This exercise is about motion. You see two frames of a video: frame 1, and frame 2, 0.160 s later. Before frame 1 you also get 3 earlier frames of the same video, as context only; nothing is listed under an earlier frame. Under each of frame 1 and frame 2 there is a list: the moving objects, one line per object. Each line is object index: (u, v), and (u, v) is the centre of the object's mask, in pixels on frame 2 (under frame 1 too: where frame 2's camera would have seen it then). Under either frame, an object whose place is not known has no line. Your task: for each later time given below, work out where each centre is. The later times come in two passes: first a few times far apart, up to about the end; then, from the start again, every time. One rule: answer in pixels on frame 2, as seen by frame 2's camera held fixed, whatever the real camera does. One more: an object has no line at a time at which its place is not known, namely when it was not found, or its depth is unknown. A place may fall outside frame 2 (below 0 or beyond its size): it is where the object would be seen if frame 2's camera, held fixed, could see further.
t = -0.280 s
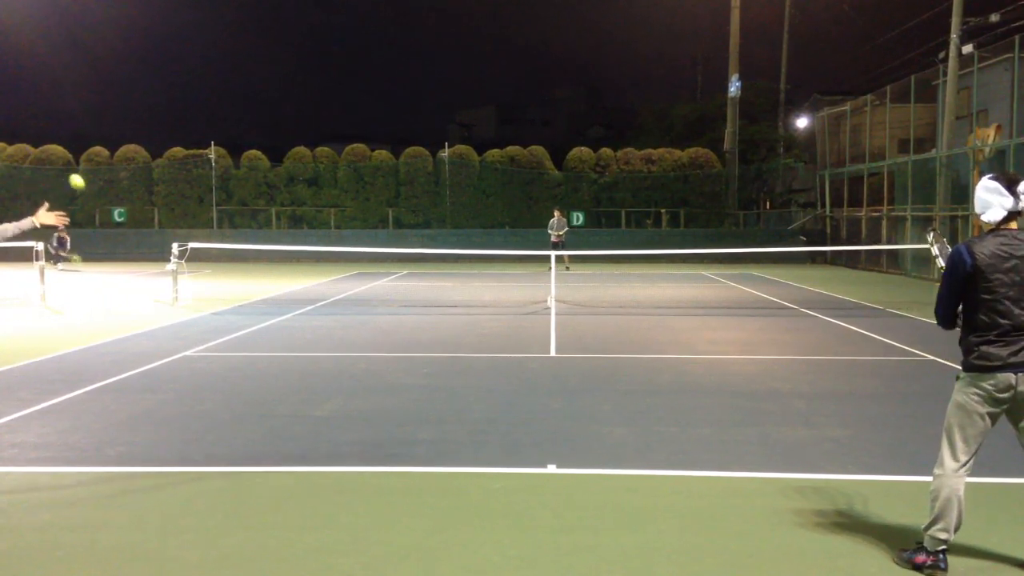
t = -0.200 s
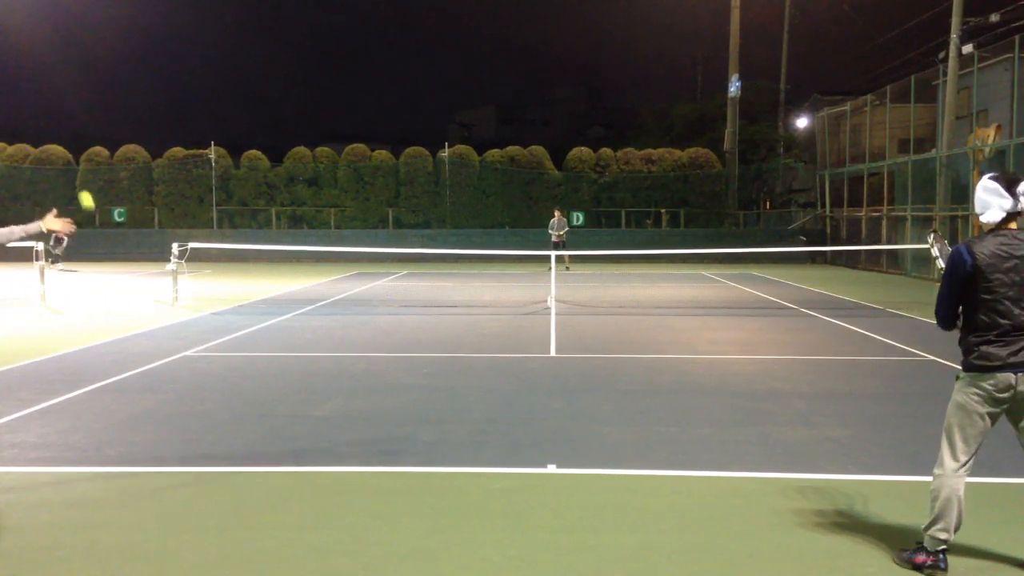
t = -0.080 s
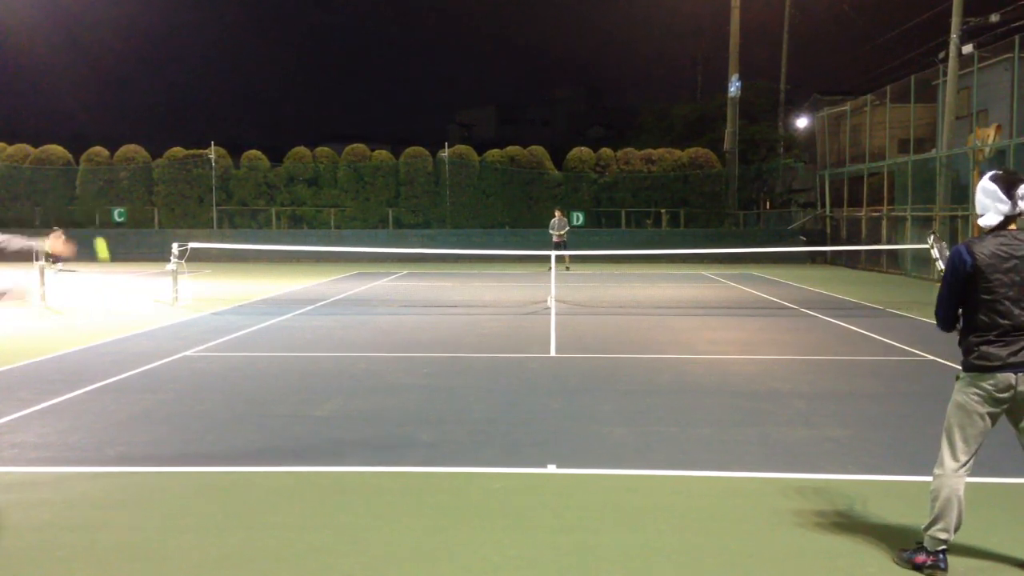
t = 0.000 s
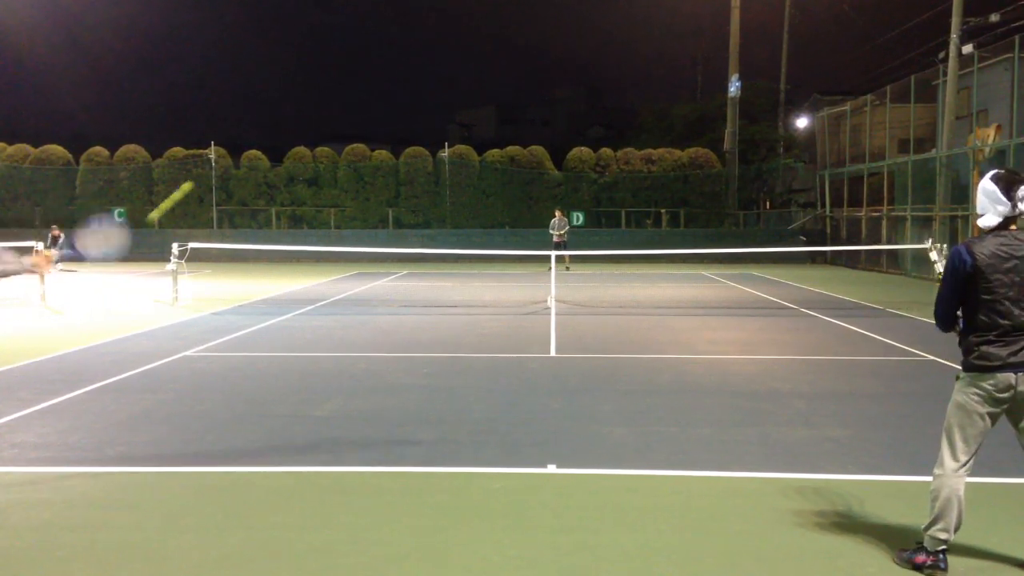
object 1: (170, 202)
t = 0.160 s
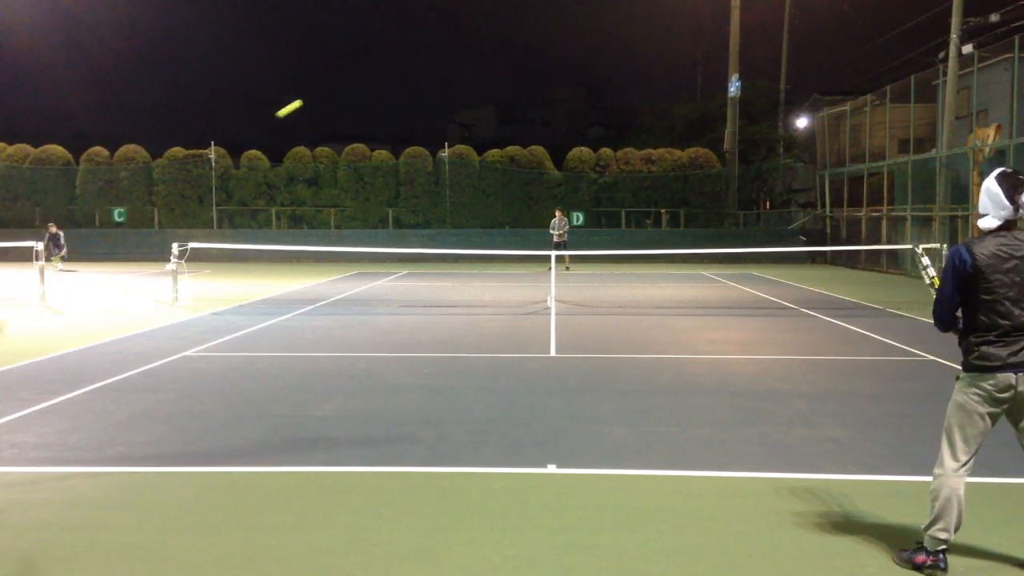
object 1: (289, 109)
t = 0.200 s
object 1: (308, 98)
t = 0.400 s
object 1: (378, 77)
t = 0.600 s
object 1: (423, 90)
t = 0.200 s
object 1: (308, 98)
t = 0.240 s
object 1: (325, 89)
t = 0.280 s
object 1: (341, 84)
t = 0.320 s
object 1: (355, 80)
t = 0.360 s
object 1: (367, 77)
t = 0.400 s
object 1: (378, 77)
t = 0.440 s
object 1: (388, 77)
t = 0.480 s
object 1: (398, 79)
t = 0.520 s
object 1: (407, 82)
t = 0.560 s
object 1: (415, 86)
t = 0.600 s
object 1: (423, 90)
